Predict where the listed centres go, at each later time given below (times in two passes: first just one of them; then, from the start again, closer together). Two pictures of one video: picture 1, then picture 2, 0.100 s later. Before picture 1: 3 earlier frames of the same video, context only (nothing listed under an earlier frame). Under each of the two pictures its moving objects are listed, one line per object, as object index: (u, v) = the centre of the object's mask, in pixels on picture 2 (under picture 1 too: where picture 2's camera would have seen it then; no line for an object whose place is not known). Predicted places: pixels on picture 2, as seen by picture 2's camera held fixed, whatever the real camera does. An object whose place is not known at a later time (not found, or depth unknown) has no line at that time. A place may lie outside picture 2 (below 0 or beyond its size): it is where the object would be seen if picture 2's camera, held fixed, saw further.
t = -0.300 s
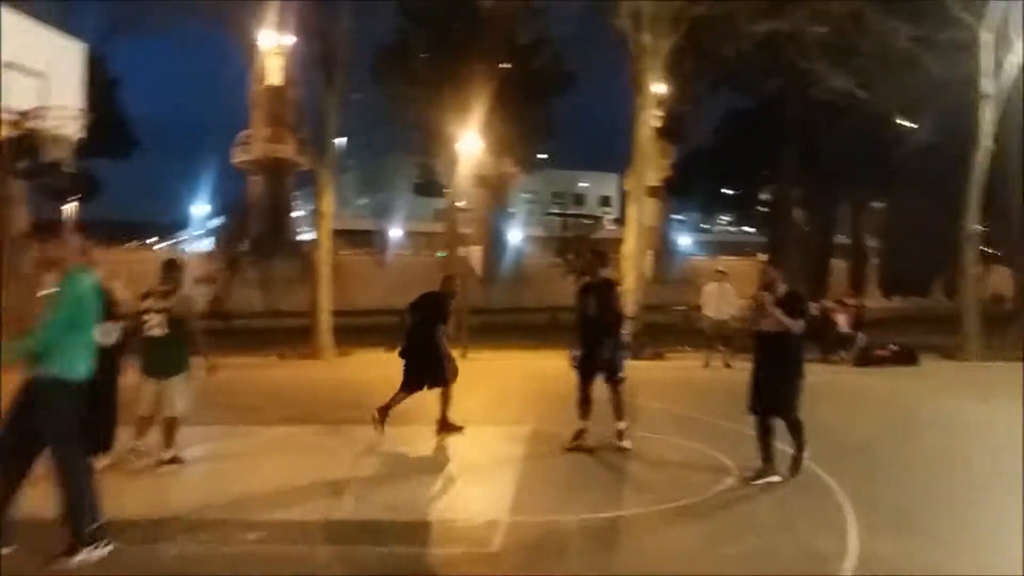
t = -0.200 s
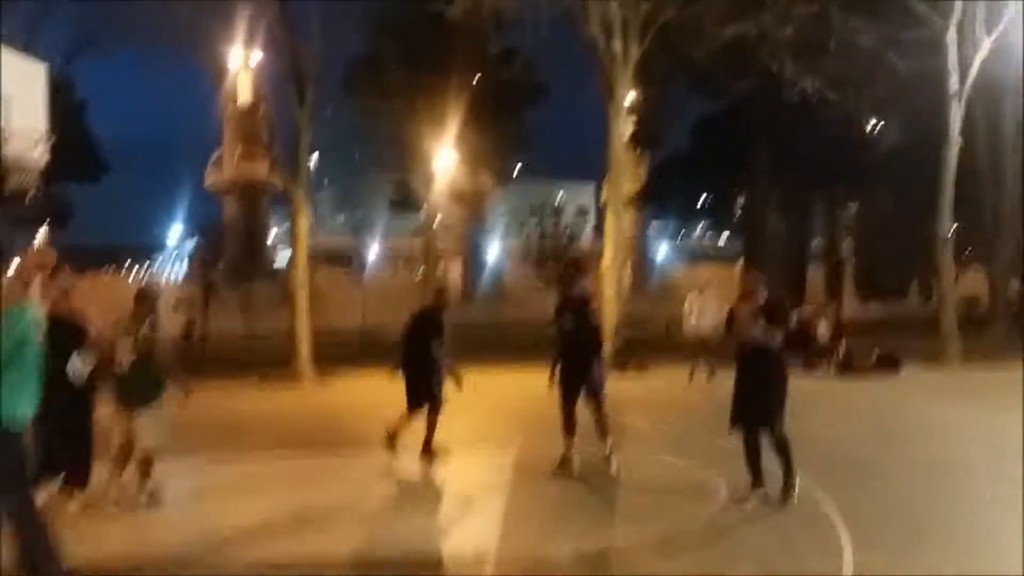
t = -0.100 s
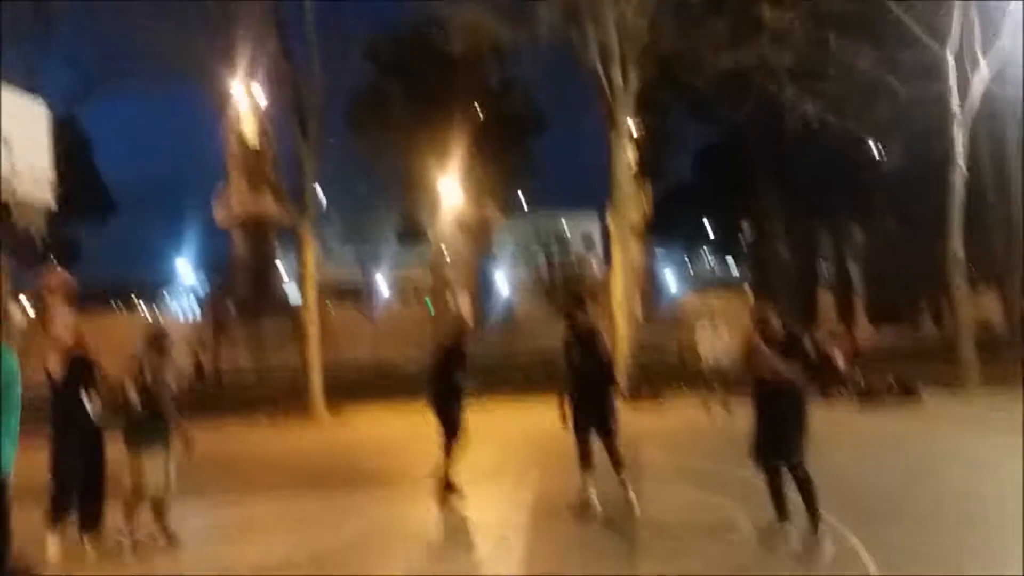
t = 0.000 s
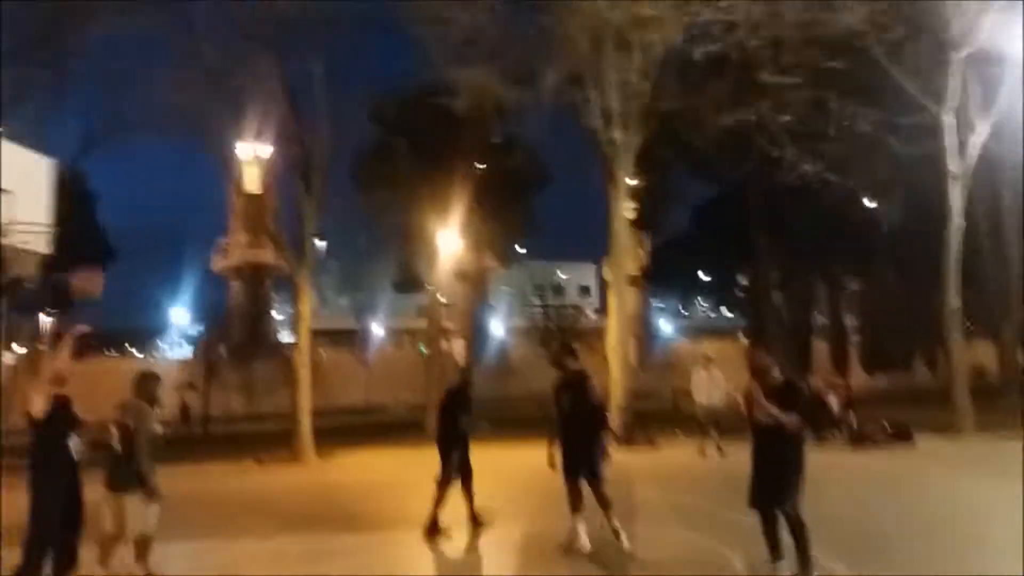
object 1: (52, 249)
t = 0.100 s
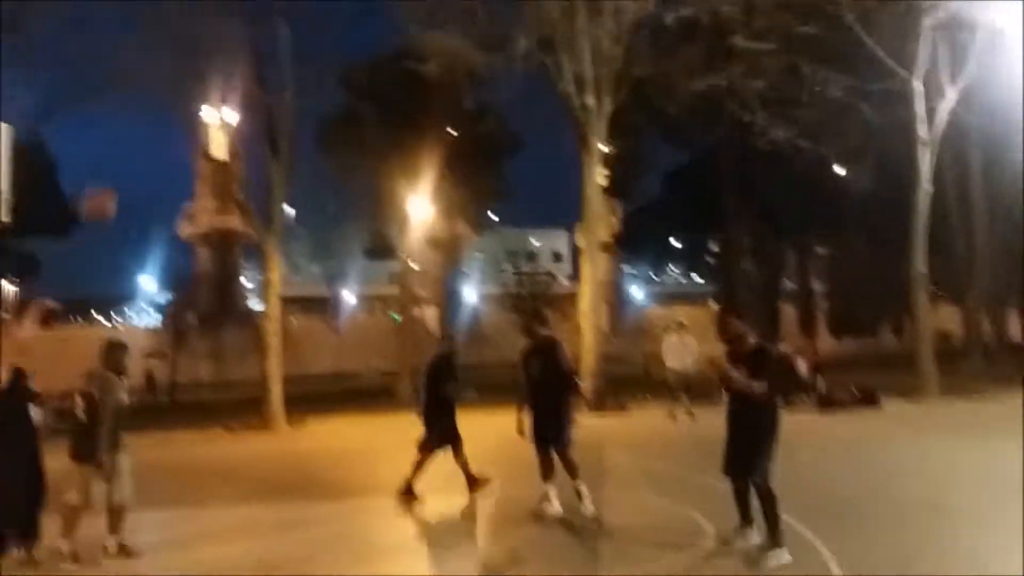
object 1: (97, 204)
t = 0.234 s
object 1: (171, 148)
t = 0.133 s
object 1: (113, 192)
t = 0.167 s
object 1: (132, 171)
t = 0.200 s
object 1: (150, 163)
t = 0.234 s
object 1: (171, 148)
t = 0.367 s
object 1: (241, 113)
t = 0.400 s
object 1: (259, 109)
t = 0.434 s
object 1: (275, 109)
